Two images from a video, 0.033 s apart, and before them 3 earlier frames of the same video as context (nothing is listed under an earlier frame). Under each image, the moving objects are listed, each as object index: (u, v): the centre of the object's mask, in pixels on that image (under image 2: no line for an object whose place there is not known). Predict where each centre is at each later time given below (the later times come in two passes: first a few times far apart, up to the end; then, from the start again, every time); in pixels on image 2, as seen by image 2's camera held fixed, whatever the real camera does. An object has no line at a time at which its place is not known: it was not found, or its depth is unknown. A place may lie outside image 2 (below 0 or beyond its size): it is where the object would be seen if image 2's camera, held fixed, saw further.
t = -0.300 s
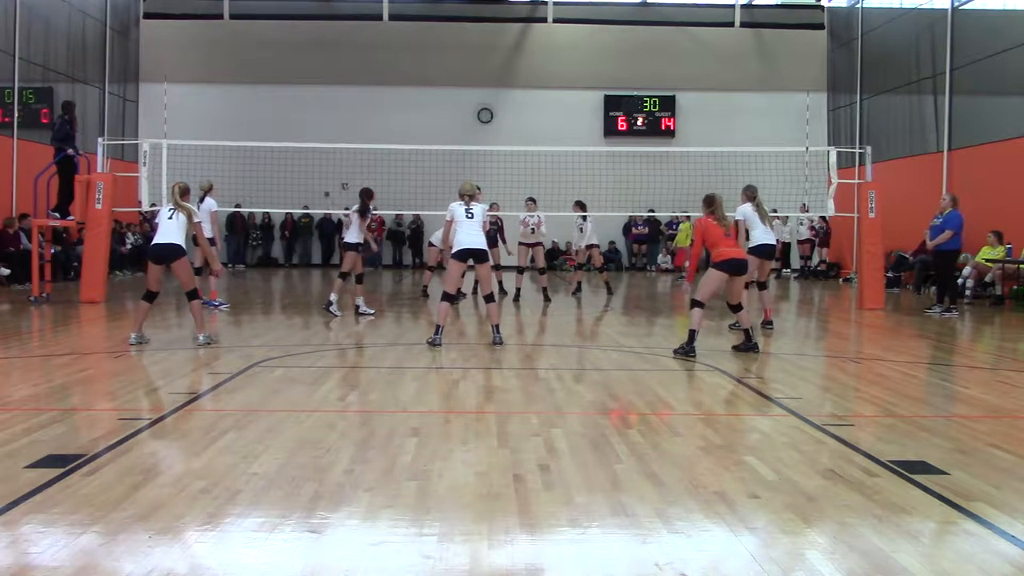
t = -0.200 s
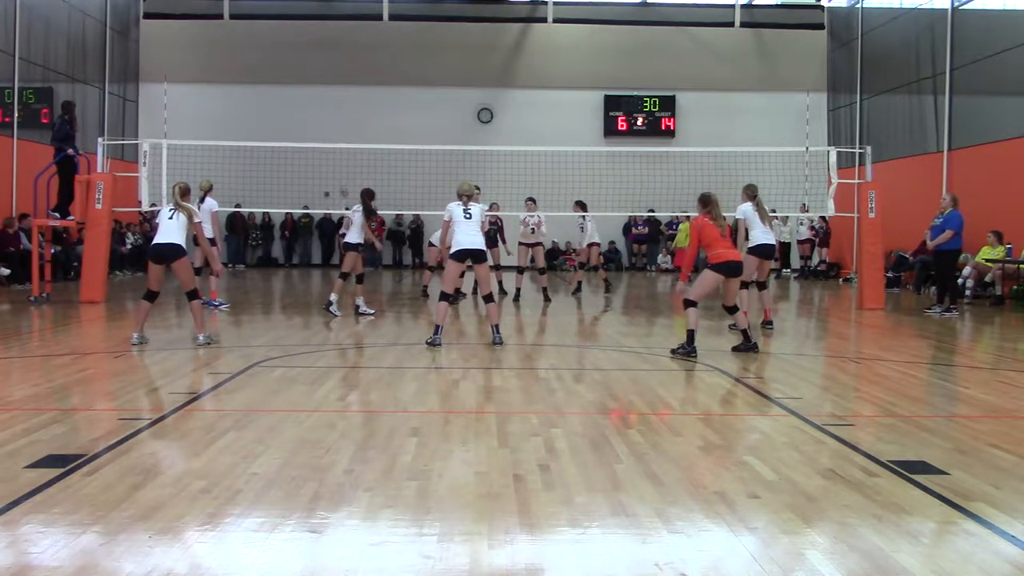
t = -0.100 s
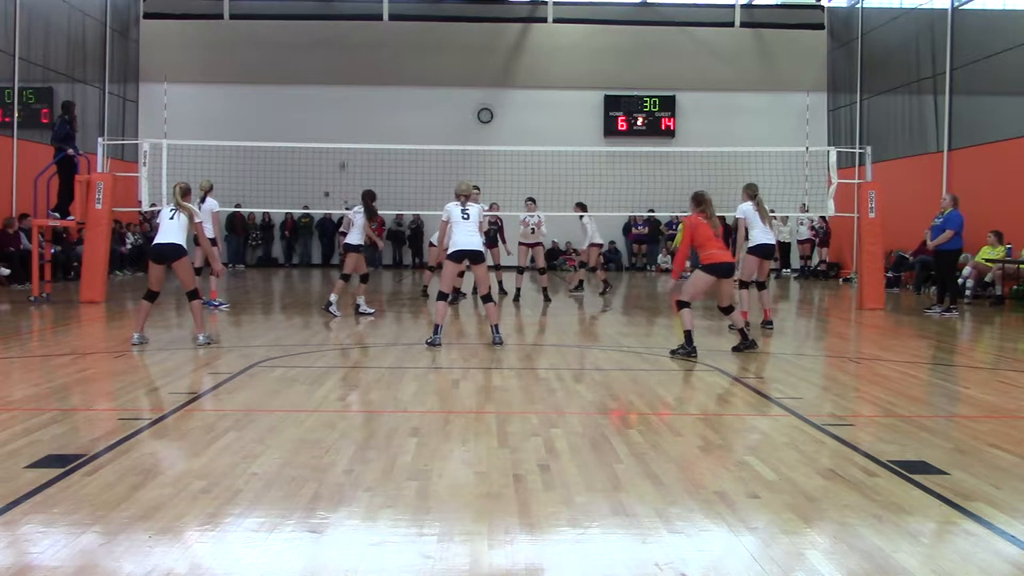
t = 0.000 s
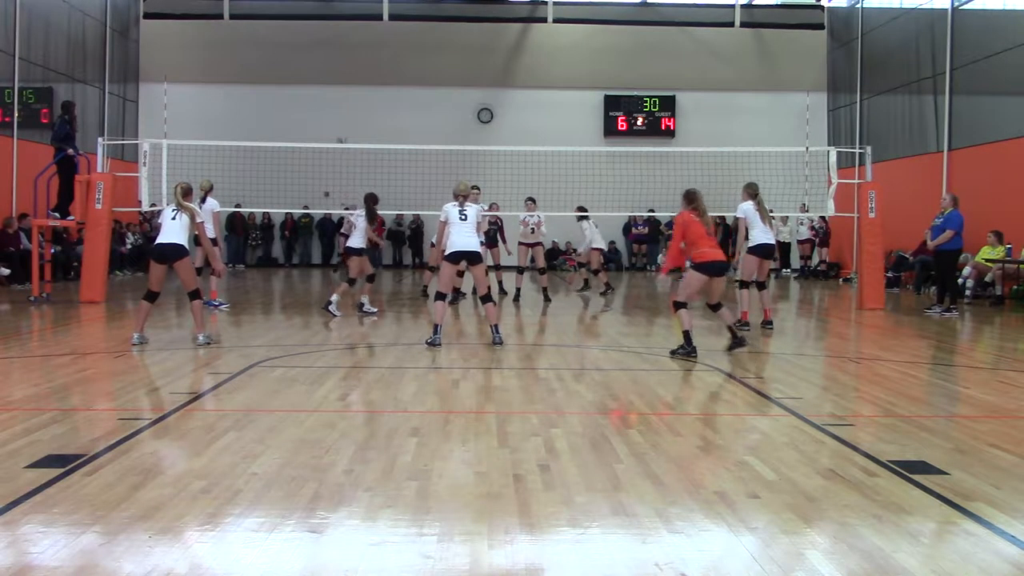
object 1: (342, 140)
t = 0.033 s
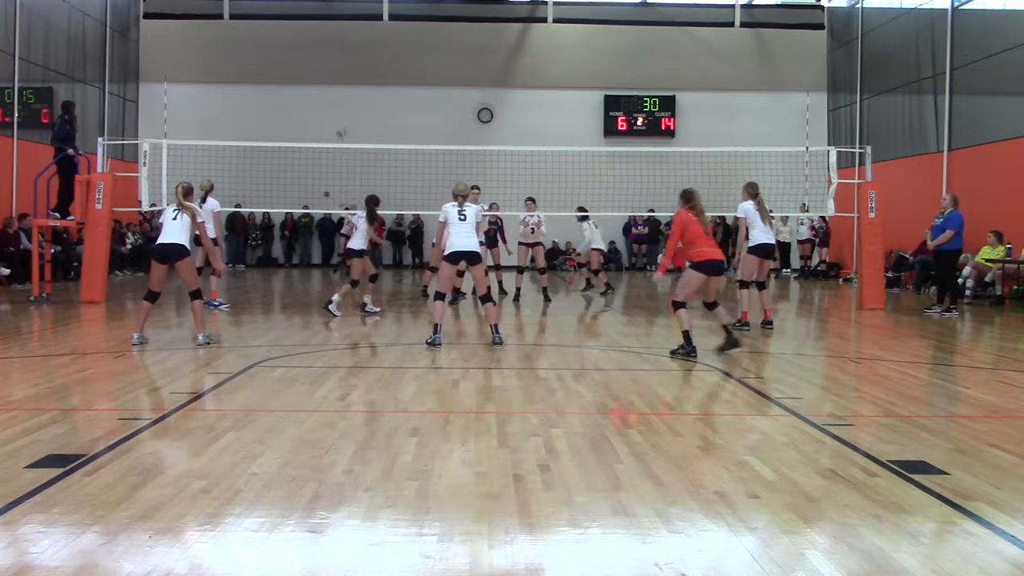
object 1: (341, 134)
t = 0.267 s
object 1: (336, 82)
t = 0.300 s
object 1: (335, 76)
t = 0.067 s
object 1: (340, 125)
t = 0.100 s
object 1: (339, 117)
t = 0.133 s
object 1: (338, 110)
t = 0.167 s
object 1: (338, 102)
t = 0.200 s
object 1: (336, 96)
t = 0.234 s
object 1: (336, 88)
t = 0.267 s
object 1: (336, 82)
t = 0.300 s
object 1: (335, 76)
